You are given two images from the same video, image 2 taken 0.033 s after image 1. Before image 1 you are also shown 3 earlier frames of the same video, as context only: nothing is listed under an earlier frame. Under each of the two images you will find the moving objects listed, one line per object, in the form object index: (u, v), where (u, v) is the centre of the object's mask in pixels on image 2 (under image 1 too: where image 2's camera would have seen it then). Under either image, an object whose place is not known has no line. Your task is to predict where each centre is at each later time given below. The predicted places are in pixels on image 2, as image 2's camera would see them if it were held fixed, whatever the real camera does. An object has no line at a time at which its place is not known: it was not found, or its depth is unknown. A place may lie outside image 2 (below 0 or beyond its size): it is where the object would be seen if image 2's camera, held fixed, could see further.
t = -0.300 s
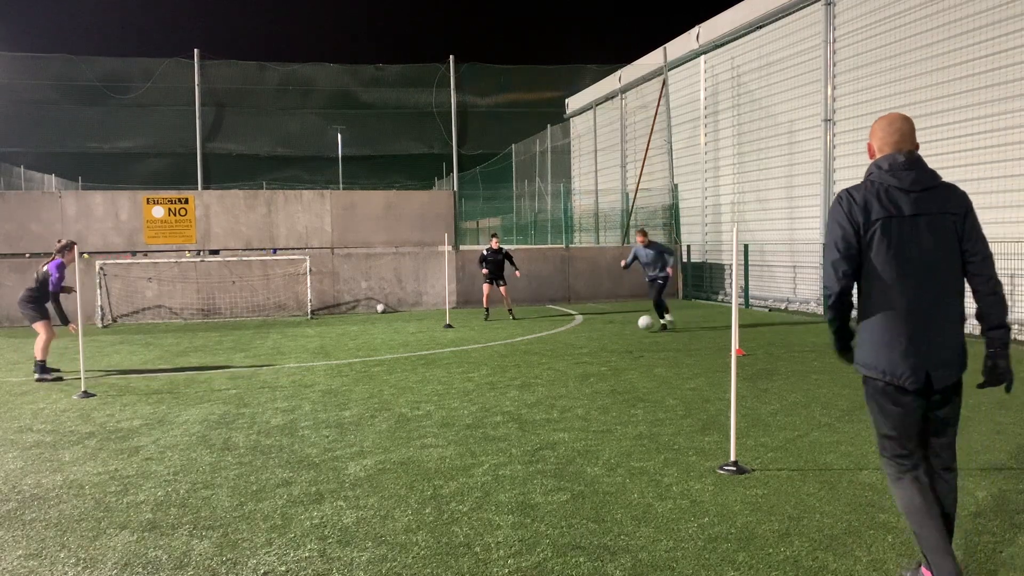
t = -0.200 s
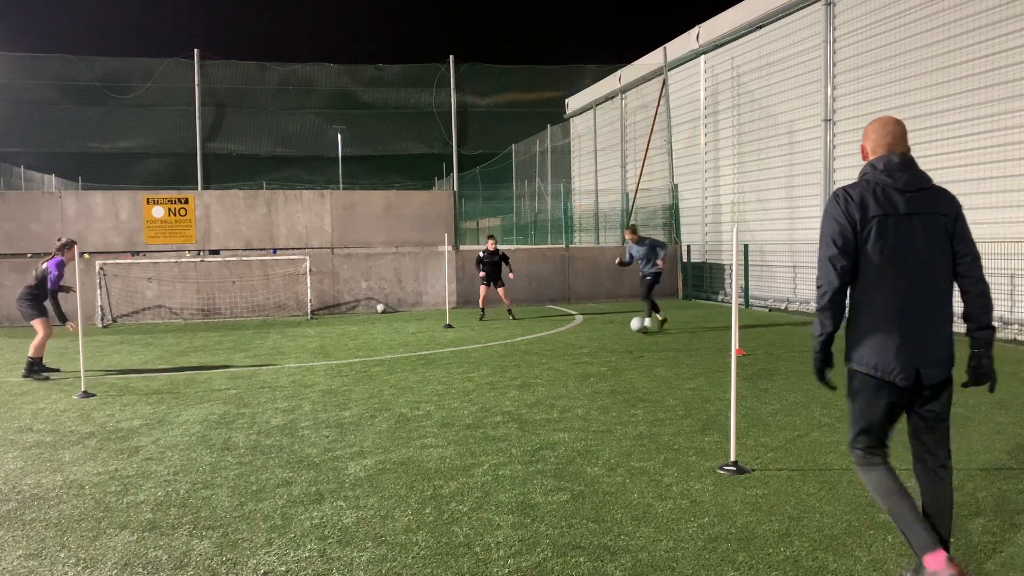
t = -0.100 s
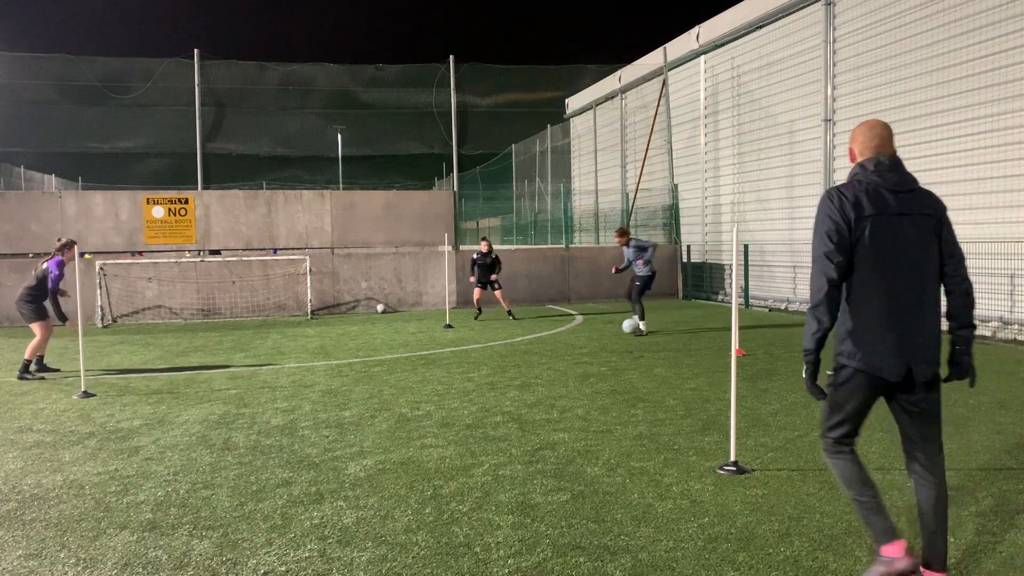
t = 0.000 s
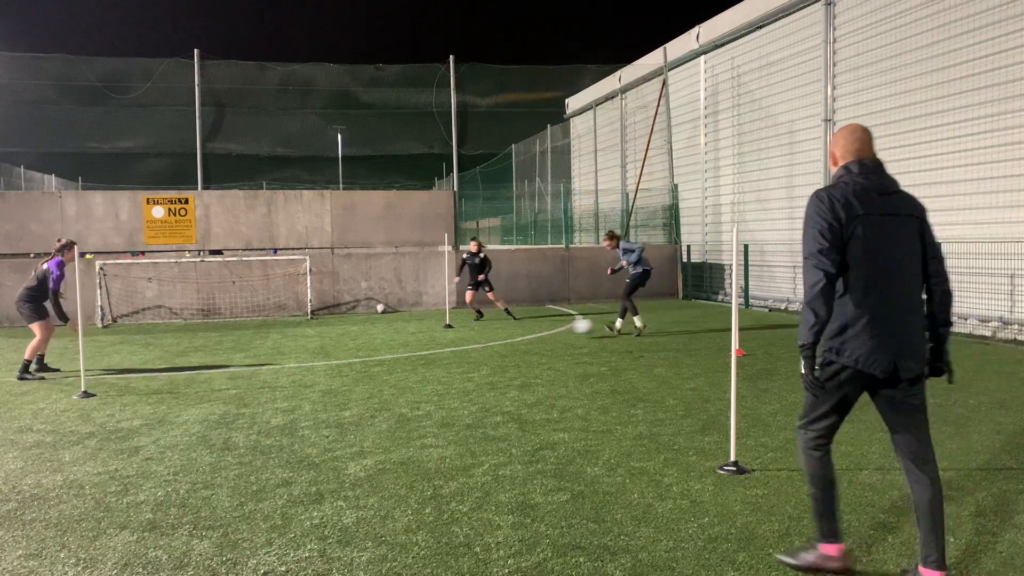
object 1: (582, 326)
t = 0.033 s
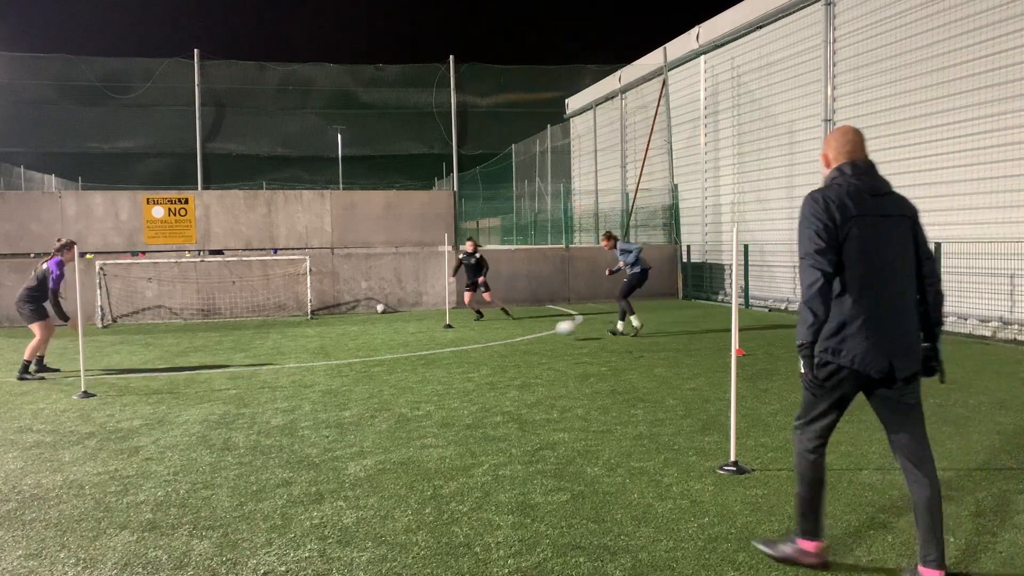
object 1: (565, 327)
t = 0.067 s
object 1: (549, 330)
